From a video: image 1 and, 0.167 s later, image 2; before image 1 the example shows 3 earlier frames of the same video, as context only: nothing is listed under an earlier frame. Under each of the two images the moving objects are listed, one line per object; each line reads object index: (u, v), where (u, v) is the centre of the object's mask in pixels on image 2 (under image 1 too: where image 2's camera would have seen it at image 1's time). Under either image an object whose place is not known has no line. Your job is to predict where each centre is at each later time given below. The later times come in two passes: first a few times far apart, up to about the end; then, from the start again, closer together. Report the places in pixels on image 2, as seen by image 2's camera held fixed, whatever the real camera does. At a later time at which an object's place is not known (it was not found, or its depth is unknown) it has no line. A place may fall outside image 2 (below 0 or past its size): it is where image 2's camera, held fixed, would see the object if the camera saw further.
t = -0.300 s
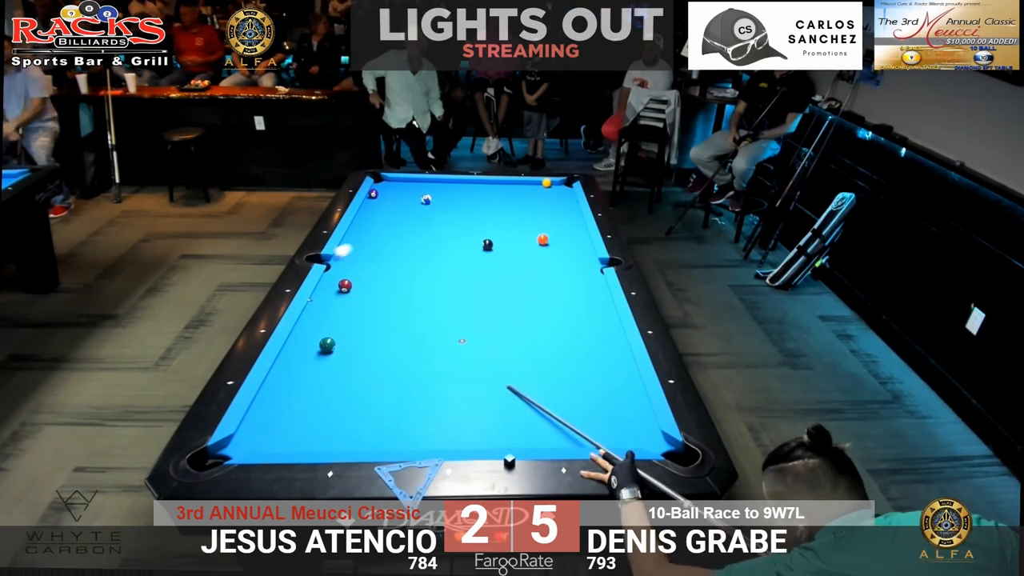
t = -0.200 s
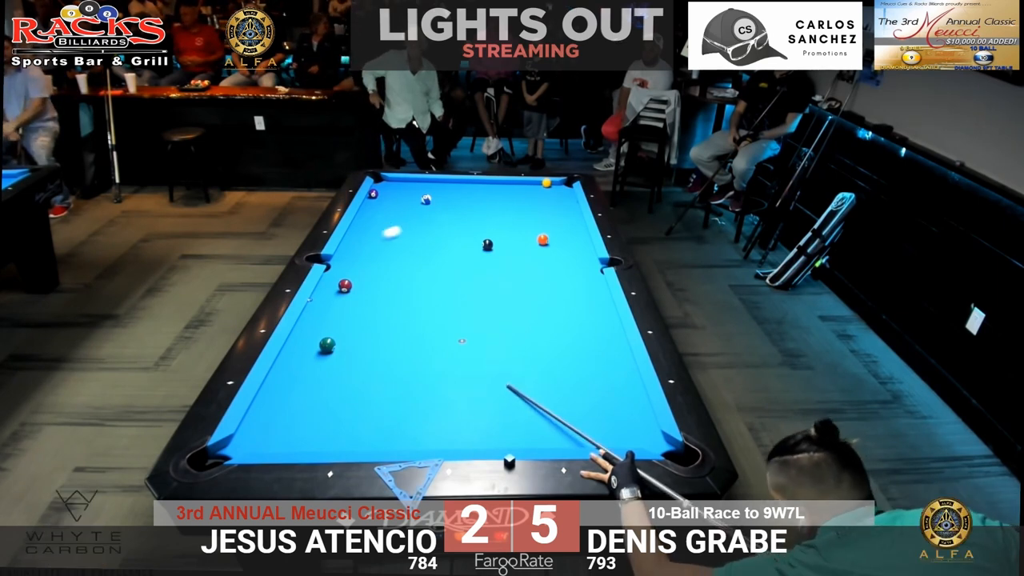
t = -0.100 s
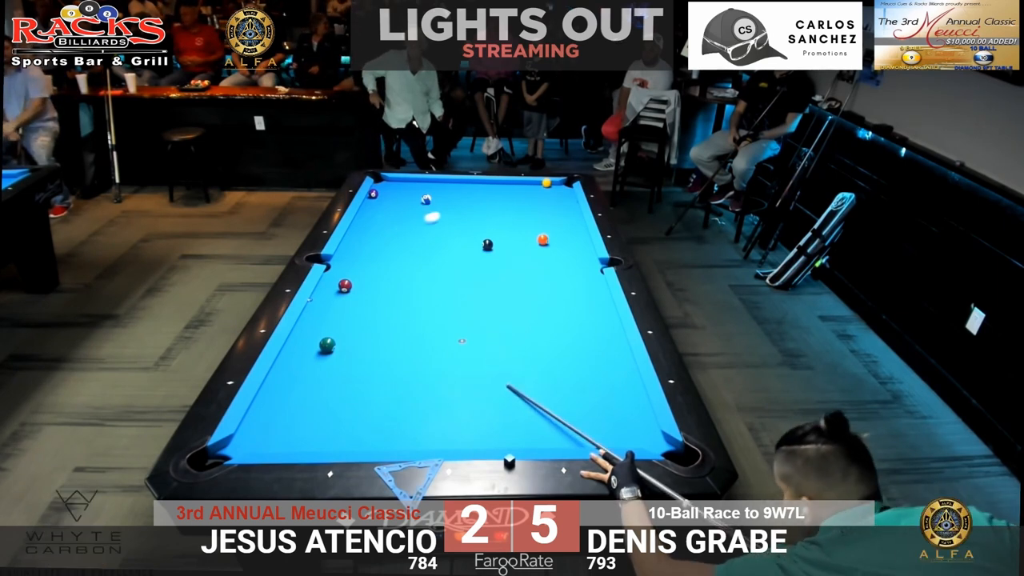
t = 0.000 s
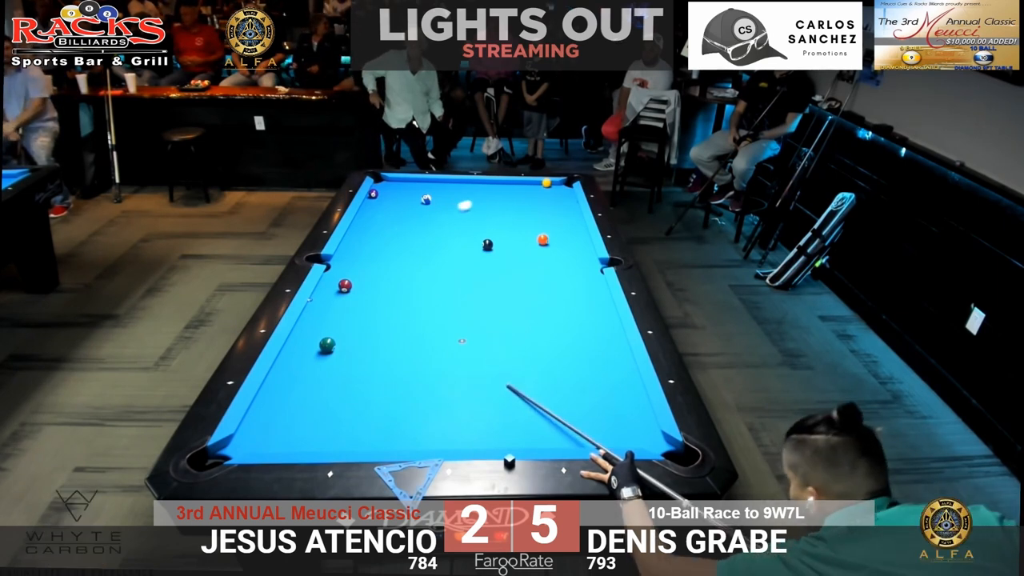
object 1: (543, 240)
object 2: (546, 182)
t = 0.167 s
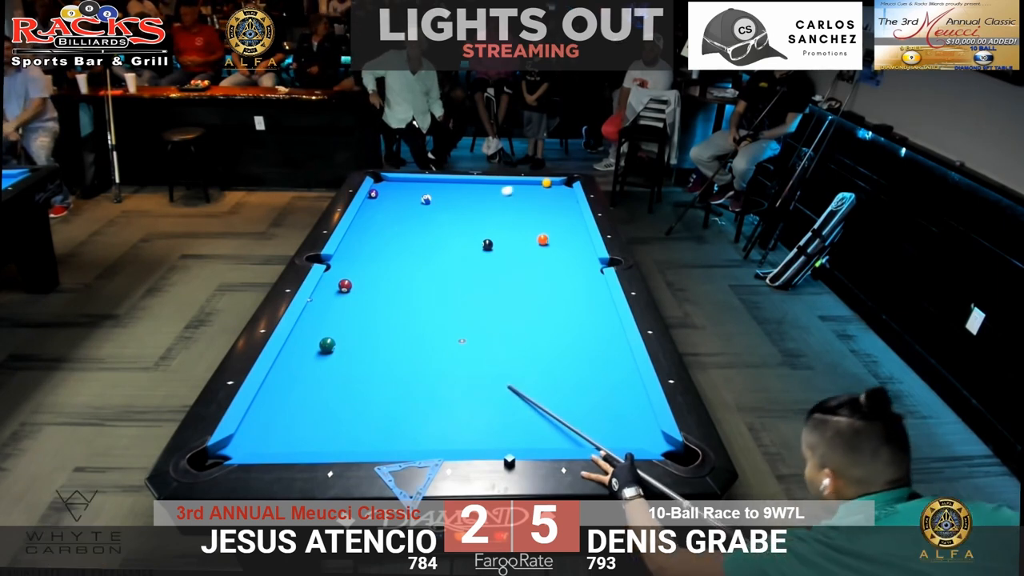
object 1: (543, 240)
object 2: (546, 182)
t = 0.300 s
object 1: (543, 240)
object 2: (547, 183)
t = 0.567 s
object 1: (543, 240)
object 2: (564, 186)
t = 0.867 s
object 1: (543, 240)
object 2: (561, 189)
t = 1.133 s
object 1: (536, 251)
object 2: (553, 192)
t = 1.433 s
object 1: (523, 273)
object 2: (545, 195)
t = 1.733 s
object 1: (508, 297)
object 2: (537, 198)
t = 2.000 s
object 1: (494, 322)
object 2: (530, 201)
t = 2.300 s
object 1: (475, 353)
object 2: (523, 203)
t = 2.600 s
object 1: (453, 389)
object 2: (517, 206)
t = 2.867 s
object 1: (430, 426)
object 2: (512, 207)
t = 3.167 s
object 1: (414, 432)
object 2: (507, 209)
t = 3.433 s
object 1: (409, 409)
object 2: (504, 211)
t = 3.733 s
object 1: (404, 387)
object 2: (501, 212)
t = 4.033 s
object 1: (400, 368)
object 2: (499, 212)
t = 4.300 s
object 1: (397, 354)
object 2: (498, 213)
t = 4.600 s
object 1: (394, 341)
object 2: (498, 214)
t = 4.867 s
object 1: (391, 330)
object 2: (498, 214)
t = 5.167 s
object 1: (390, 321)
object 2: (498, 213)
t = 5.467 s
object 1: (388, 312)
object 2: (498, 213)
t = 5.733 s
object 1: (387, 305)
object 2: (498, 213)
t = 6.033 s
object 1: (385, 299)
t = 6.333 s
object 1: (384, 294)
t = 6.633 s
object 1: (382, 289)
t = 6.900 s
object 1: (381, 286)
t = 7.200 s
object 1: (380, 284)
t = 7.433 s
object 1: (379, 282)
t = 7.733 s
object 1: (378, 281)
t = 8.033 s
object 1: (378, 280)
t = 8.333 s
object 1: (378, 281)
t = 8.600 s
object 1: (378, 281)
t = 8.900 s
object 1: (378, 281)
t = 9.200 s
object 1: (378, 281)
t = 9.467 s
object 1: (378, 281)
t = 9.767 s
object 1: (378, 281)
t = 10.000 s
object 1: (378, 281)
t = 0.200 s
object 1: (543, 240)
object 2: (547, 182)
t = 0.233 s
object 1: (543, 240)
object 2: (547, 182)
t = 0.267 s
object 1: (543, 240)
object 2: (546, 182)
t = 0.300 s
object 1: (543, 240)
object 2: (547, 183)
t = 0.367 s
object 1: (543, 240)
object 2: (552, 183)
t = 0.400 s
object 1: (543, 240)
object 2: (554, 183)
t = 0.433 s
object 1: (543, 240)
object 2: (556, 184)
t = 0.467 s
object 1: (543, 240)
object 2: (558, 185)
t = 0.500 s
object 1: (543, 240)
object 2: (560, 185)
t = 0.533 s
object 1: (543, 240)
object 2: (562, 185)
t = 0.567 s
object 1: (543, 240)
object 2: (564, 186)
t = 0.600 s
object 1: (543, 240)
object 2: (567, 186)
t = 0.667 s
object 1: (543, 240)
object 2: (567, 187)
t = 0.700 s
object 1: (543, 240)
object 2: (566, 187)
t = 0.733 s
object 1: (543, 240)
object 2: (565, 188)
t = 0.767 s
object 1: (543, 240)
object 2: (564, 188)
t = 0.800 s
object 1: (543, 240)
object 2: (563, 188)
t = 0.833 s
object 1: (543, 240)
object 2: (562, 189)
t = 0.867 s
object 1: (543, 240)
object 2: (561, 189)
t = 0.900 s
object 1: (543, 240)
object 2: (560, 189)
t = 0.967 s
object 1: (542, 240)
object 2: (558, 190)
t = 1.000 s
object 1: (542, 241)
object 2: (557, 191)
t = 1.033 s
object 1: (540, 244)
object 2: (556, 191)
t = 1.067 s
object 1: (539, 246)
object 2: (555, 192)
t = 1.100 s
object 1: (537, 249)
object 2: (554, 192)
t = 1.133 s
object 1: (536, 251)
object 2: (553, 192)
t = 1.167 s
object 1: (535, 254)
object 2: (552, 192)
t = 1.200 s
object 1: (533, 256)
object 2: (551, 193)
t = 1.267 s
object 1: (530, 260)
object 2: (549, 194)
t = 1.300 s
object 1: (529, 263)
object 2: (548, 194)
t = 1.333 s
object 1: (528, 266)
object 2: (547, 194)
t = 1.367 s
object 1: (526, 268)
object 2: (546, 195)
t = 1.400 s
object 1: (524, 270)
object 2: (546, 195)
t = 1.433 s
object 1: (523, 273)
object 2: (545, 195)
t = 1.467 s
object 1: (521, 276)
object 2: (544, 196)
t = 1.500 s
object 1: (520, 278)
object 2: (543, 196)
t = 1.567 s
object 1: (517, 284)
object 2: (541, 197)
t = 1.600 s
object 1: (515, 286)
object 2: (540, 197)
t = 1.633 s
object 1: (513, 289)
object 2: (539, 198)
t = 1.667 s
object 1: (512, 291)
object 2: (538, 198)
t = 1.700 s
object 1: (510, 295)
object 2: (537, 198)
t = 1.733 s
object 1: (508, 297)
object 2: (537, 198)
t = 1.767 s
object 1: (507, 300)
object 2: (536, 198)
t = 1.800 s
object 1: (505, 303)
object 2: (535, 199)
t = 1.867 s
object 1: (501, 309)
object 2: (533, 200)
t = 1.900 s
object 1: (499, 312)
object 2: (532, 200)
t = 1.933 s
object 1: (497, 315)
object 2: (532, 200)
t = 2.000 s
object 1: (494, 322)
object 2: (530, 201)
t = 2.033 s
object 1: (492, 325)
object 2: (529, 201)
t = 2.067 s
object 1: (490, 328)
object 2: (529, 201)
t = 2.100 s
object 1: (488, 332)
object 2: (528, 201)
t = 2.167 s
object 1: (484, 338)
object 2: (526, 202)
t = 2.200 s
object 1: (481, 342)
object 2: (525, 203)
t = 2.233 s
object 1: (479, 346)
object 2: (525, 203)
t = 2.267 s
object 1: (477, 349)
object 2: (524, 203)
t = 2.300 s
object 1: (475, 353)
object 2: (523, 203)
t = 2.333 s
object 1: (473, 357)
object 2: (523, 203)
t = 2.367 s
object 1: (470, 360)
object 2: (522, 204)
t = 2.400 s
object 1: (468, 364)
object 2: (521, 204)
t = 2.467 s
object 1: (463, 372)
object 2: (520, 205)
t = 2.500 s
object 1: (461, 376)
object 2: (519, 205)
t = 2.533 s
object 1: (458, 381)
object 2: (518, 205)
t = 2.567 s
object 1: (455, 384)
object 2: (518, 206)
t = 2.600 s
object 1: (453, 389)
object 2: (517, 206)
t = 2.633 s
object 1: (450, 393)
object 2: (516, 206)
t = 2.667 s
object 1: (448, 397)
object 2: (516, 206)
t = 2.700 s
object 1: (445, 402)
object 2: (515, 206)
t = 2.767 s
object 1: (439, 411)
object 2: (514, 207)
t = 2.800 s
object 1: (436, 416)
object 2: (513, 207)
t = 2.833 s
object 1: (433, 421)
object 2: (513, 207)
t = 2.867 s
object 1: (430, 426)
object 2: (512, 207)
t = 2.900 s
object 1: (427, 431)
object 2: (512, 208)
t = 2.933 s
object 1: (424, 436)
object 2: (511, 208)
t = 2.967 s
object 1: (421, 440)
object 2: (511, 208)
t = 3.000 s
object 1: (418, 442)
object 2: (510, 208)
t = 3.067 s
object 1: (416, 439)
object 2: (509, 209)
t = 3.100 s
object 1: (415, 437)
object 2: (509, 209)
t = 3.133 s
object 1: (414, 435)
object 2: (508, 209)
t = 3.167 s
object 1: (414, 432)
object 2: (507, 209)
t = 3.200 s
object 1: (413, 429)
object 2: (507, 209)
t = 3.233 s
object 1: (412, 426)
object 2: (507, 210)
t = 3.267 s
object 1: (412, 422)
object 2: (506, 210)
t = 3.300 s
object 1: (411, 420)
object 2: (506, 210)
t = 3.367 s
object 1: (410, 414)
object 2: (505, 210)
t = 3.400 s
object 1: (409, 411)
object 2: (504, 211)
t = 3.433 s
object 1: (409, 409)
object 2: (504, 211)
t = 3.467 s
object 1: (408, 406)
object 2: (503, 211)
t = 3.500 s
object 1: (407, 404)
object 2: (503, 211)
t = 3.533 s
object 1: (407, 401)
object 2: (503, 211)
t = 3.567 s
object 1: (406, 399)
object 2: (502, 211)
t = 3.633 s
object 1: (405, 394)
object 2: (502, 211)
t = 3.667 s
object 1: (405, 391)
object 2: (502, 211)
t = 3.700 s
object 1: (404, 389)
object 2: (501, 212)
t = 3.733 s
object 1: (404, 387)
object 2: (501, 212)
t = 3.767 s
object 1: (403, 384)
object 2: (500, 212)
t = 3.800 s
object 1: (403, 382)
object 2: (500, 212)
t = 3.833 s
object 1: (402, 380)
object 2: (500, 212)
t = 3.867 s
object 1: (402, 378)
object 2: (500, 212)
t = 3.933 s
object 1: (401, 374)
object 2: (499, 212)
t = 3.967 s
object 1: (400, 372)
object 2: (499, 212)
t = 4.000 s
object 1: (400, 370)
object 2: (499, 212)
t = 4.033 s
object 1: (400, 368)
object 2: (499, 212)
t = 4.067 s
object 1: (399, 366)
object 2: (498, 212)
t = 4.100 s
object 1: (399, 365)
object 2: (498, 213)
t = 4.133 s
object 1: (398, 363)
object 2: (498, 213)
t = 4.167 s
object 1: (398, 361)
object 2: (498, 213)
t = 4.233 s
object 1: (397, 357)
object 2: (498, 213)
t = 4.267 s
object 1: (397, 356)
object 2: (498, 213)
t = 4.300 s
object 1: (397, 354)
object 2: (498, 213)
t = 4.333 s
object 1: (396, 353)
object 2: (498, 213)
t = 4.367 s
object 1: (396, 351)
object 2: (498, 213)
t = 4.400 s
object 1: (396, 350)
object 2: (498, 213)
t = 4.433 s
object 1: (395, 348)
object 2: (498, 213)
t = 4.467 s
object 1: (395, 347)
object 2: (498, 213)
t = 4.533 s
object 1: (394, 344)
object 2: (498, 214)
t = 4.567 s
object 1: (394, 342)
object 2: (498, 213)
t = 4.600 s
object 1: (394, 341)
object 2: (498, 214)
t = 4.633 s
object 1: (393, 340)
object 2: (498, 214)
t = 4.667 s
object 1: (393, 338)
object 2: (498, 214)
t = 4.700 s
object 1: (393, 337)
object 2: (498, 214)
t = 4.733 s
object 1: (393, 335)
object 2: (498, 213)
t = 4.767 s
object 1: (392, 334)
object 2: (498, 213)
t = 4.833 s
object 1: (392, 332)
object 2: (498, 213)
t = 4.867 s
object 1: (391, 330)
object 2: (498, 214)
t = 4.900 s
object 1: (391, 329)
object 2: (498, 214)
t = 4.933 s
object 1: (391, 328)
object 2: (498, 213)
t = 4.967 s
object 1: (391, 327)
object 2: (498, 213)
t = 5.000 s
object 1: (391, 326)
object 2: (498, 214)
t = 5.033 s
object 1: (390, 325)
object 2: (498, 213)
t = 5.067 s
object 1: (390, 324)
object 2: (498, 213)
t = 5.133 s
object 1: (390, 321)
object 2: (498, 213)
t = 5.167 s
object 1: (390, 321)
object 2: (498, 213)
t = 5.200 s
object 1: (390, 319)
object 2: (498, 213)
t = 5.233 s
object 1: (389, 318)
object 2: (498, 213)
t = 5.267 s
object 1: (389, 317)
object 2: (498, 213)
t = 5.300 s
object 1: (389, 316)
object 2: (498, 213)
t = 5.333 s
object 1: (389, 315)
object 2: (498, 213)
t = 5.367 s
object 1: (389, 314)
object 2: (498, 213)
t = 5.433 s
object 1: (388, 313)
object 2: (498, 213)
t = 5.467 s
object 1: (388, 312)
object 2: (498, 213)
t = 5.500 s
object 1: (388, 311)
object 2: (498, 213)
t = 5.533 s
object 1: (388, 310)
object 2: (498, 213)
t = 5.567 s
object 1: (388, 309)
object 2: (498, 213)
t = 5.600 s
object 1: (387, 308)
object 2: (498, 213)
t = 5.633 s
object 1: (387, 307)
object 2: (498, 213)
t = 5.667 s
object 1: (387, 307)
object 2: (498, 213)
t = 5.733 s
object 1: (387, 305)
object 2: (498, 213)
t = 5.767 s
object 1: (387, 304)
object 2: (498, 213)
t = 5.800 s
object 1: (386, 304)
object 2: (498, 213)
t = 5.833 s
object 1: (386, 303)
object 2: (498, 213)
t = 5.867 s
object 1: (386, 302)
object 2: (498, 213)
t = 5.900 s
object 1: (386, 302)
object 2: (498, 213)
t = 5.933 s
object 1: (386, 301)
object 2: (498, 213)
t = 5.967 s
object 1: (385, 300)
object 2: (498, 213)
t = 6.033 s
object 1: (385, 299)
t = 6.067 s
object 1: (385, 298)
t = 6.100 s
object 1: (385, 298)
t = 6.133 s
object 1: (385, 297)
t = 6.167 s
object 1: (384, 296)
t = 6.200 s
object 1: (384, 296)
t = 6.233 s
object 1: (384, 295)
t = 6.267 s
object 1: (384, 295)
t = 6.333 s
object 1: (384, 294)
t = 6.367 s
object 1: (383, 293)
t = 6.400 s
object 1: (383, 293)
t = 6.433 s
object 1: (383, 292)
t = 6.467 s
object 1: (383, 292)
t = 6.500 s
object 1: (382, 291)
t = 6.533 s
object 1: (382, 291)
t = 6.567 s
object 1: (382, 290)
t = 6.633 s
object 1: (382, 289)
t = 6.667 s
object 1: (382, 289)
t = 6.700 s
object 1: (381, 289)
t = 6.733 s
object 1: (381, 288)
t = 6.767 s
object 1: (381, 288)
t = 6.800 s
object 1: (381, 287)
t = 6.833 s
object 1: (381, 287)
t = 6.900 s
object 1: (381, 286)
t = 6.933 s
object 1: (381, 286)
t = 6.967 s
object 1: (381, 285)
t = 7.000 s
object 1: (380, 285)
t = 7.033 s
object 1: (380, 285)
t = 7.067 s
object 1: (380, 285)
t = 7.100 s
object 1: (380, 284)
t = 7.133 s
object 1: (380, 284)
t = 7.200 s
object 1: (380, 284)
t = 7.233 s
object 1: (380, 283)
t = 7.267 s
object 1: (380, 283)
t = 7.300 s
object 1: (379, 283)
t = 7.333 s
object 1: (379, 283)
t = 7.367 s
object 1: (379, 282)
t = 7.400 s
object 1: (379, 282)
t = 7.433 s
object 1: (379, 282)
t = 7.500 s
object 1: (379, 282)
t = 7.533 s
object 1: (379, 282)
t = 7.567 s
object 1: (379, 282)
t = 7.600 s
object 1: (379, 281)
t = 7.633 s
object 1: (379, 281)
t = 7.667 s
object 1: (379, 281)
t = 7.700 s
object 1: (379, 281)
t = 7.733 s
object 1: (378, 281)
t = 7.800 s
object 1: (378, 281)
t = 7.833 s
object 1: (378, 281)
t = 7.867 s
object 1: (378, 281)
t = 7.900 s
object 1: (378, 281)
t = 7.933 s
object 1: (378, 281)
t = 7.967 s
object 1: (378, 281)
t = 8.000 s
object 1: (378, 280)
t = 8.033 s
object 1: (378, 280)
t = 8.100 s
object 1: (378, 280)
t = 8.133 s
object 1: (378, 281)
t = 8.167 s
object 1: (378, 281)
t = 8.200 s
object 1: (378, 281)
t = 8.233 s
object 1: (378, 281)
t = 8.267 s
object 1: (378, 281)
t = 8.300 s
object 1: (378, 281)
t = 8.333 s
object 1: (378, 281)
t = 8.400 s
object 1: (378, 281)
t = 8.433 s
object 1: (378, 281)
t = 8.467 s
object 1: (378, 281)
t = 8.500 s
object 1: (378, 281)
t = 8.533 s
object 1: (378, 281)
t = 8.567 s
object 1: (378, 281)
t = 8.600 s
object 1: (378, 281)
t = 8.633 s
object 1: (378, 281)
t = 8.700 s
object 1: (378, 281)
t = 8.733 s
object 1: (378, 281)
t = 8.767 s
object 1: (378, 281)
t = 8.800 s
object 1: (378, 281)
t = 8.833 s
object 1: (378, 281)
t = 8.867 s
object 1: (378, 281)
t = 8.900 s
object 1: (378, 281)
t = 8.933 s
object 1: (378, 281)
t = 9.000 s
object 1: (378, 281)
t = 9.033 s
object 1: (378, 281)
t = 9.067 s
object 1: (378, 281)
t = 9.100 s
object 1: (378, 281)
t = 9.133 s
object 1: (378, 281)
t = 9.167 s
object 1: (378, 281)
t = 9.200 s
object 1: (378, 281)
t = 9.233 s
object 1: (378, 281)
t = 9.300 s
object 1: (378, 281)
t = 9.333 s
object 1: (378, 281)
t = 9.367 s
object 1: (378, 281)
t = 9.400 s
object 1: (378, 281)
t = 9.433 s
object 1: (378, 281)
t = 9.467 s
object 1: (378, 281)
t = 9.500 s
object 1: (378, 281)
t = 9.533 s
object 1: (378, 281)
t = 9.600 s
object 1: (378, 281)
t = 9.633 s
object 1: (378, 281)
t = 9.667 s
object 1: (378, 281)
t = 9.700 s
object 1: (378, 281)
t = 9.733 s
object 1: (378, 281)
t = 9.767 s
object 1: (378, 281)
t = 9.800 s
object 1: (378, 281)
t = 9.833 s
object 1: (378, 281)
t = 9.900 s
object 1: (378, 281)
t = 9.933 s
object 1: (378, 281)
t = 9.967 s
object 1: (378, 281)
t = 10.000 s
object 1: (378, 281)
